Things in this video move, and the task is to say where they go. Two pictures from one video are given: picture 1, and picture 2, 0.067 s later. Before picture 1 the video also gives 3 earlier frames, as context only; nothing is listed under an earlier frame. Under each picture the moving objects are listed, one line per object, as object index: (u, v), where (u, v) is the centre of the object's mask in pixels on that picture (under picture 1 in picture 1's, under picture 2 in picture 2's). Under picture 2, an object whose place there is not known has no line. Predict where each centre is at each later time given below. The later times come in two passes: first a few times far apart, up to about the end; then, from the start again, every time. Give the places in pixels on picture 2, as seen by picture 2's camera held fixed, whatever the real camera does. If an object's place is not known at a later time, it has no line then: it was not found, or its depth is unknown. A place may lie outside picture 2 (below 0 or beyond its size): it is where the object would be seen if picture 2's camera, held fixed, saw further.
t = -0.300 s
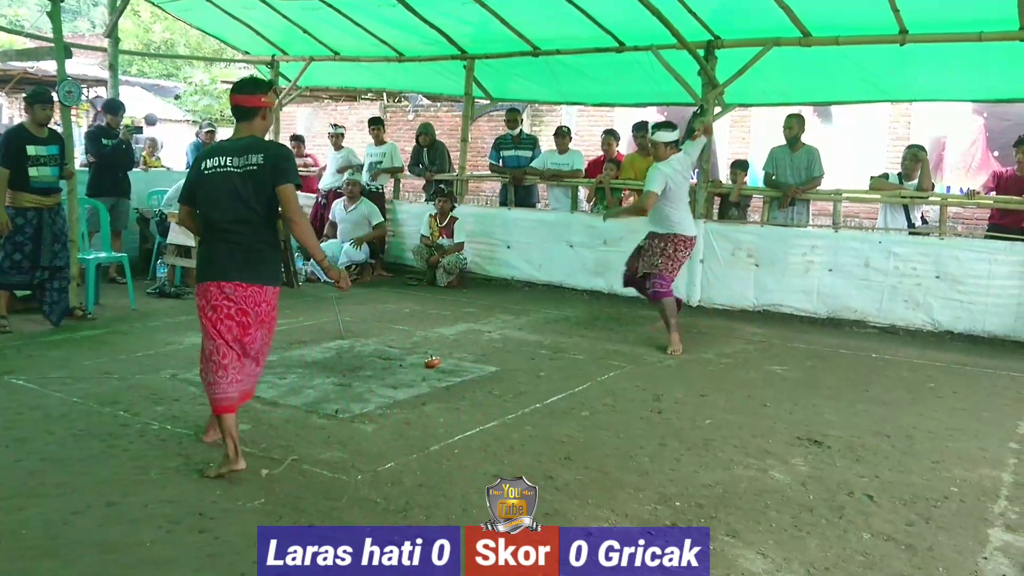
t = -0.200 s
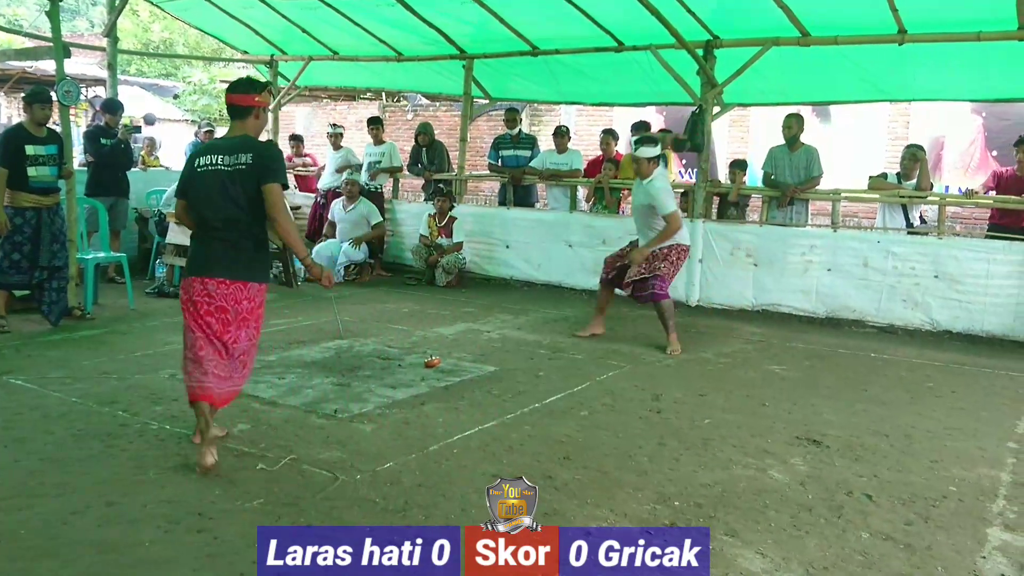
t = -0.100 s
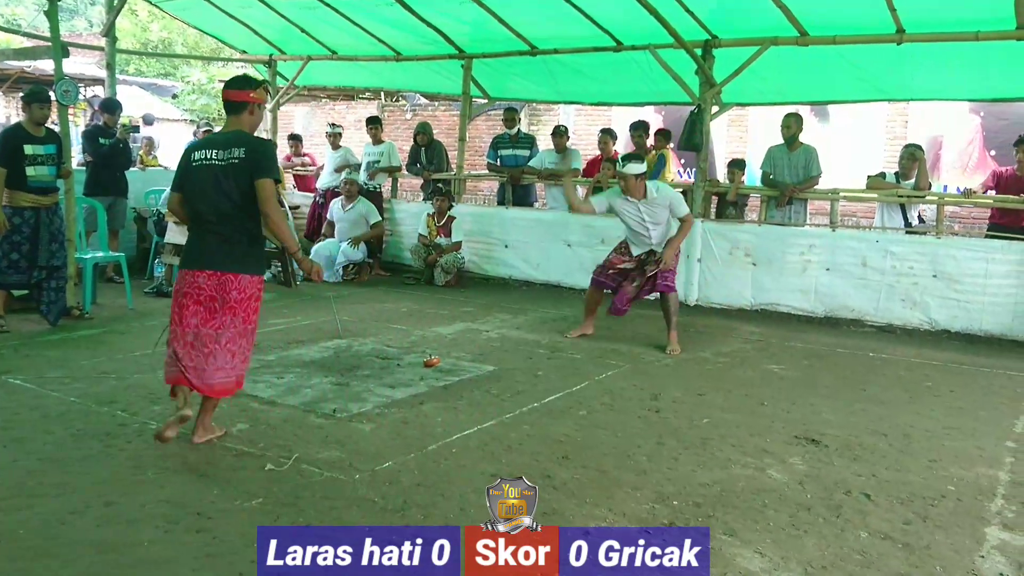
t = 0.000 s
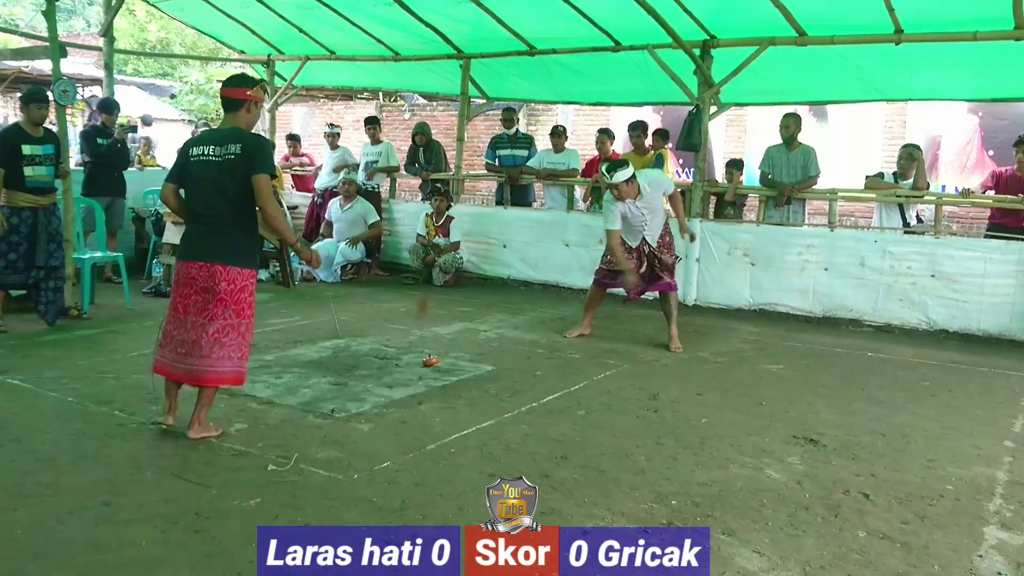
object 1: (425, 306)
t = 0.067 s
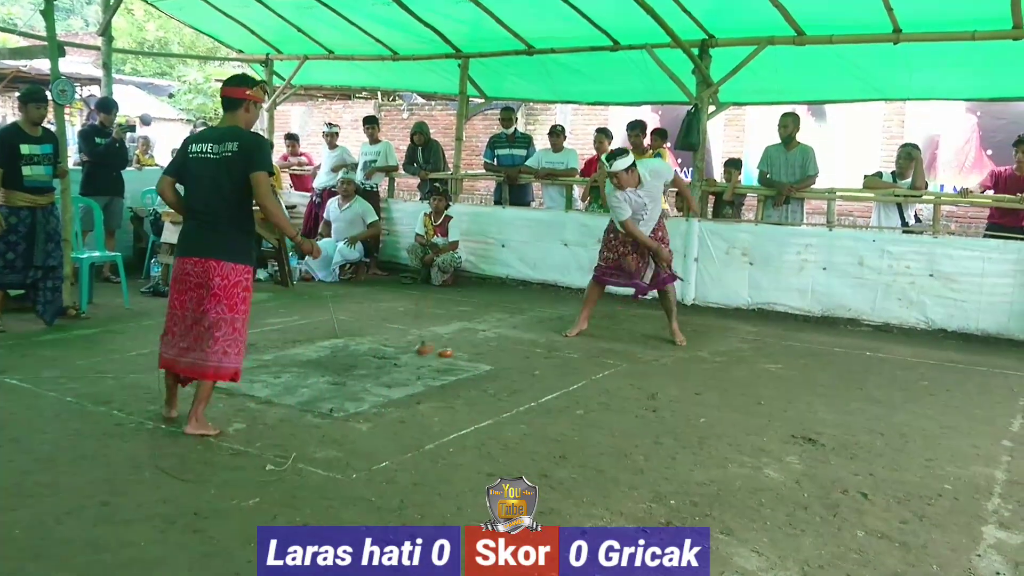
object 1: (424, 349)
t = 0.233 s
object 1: (487, 296)
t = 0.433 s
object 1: (580, 292)
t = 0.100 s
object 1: (436, 336)
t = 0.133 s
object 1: (448, 323)
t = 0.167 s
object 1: (460, 313)
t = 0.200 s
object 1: (473, 304)
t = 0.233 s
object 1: (487, 296)
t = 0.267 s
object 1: (501, 290)
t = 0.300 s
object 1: (515, 287)
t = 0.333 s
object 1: (530, 285)
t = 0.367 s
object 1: (546, 285)
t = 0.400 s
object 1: (562, 287)
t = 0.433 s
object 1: (580, 292)
